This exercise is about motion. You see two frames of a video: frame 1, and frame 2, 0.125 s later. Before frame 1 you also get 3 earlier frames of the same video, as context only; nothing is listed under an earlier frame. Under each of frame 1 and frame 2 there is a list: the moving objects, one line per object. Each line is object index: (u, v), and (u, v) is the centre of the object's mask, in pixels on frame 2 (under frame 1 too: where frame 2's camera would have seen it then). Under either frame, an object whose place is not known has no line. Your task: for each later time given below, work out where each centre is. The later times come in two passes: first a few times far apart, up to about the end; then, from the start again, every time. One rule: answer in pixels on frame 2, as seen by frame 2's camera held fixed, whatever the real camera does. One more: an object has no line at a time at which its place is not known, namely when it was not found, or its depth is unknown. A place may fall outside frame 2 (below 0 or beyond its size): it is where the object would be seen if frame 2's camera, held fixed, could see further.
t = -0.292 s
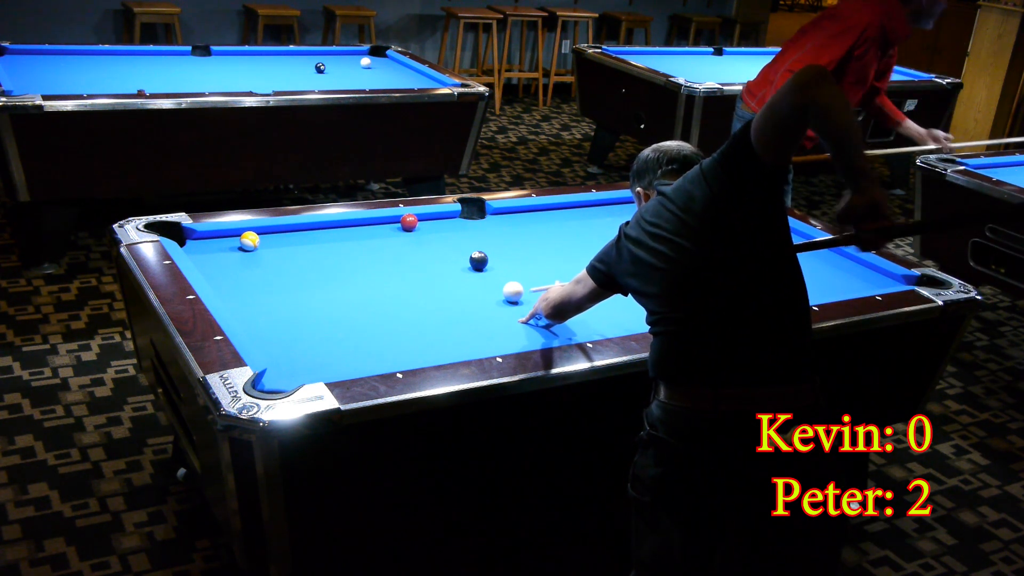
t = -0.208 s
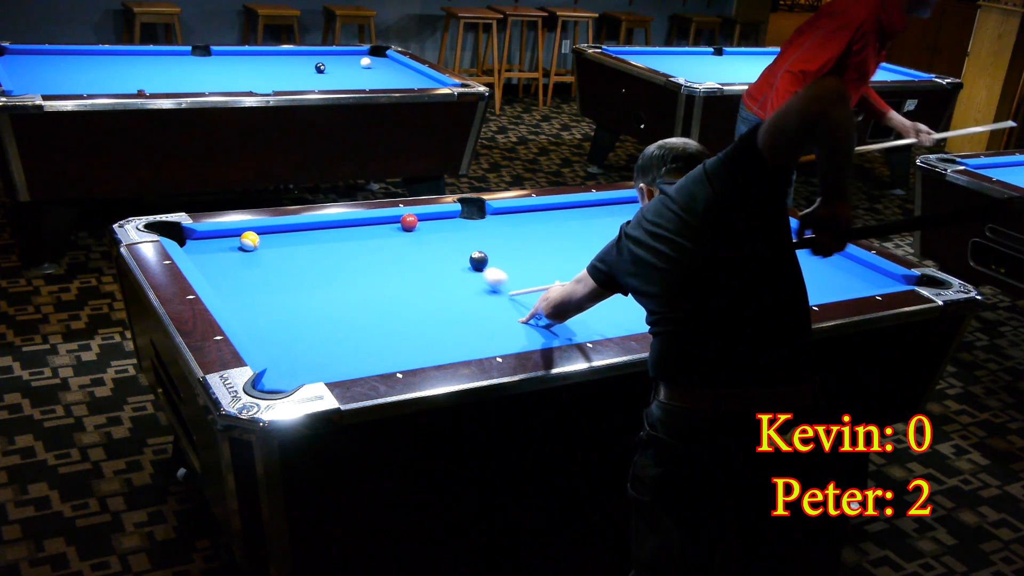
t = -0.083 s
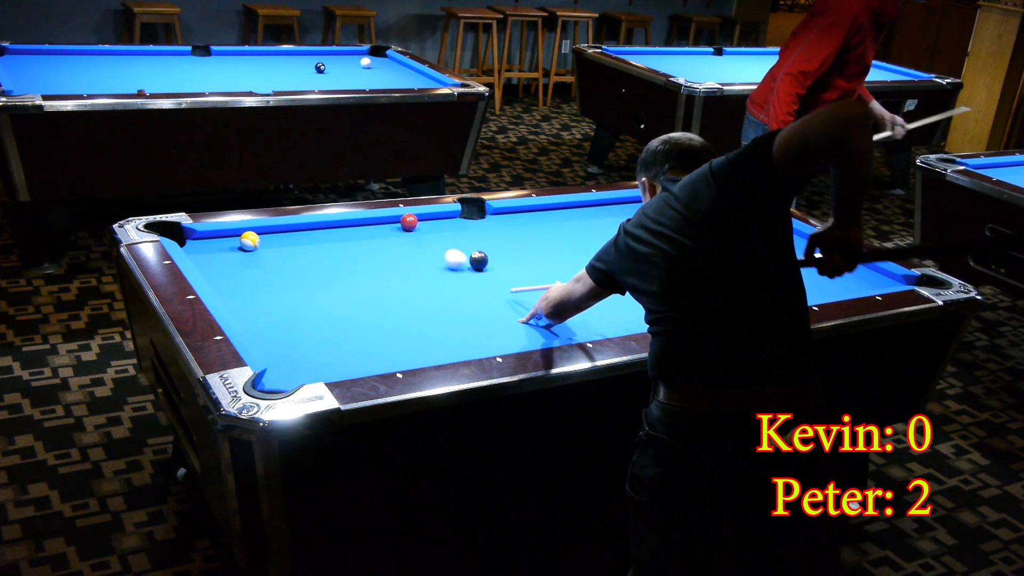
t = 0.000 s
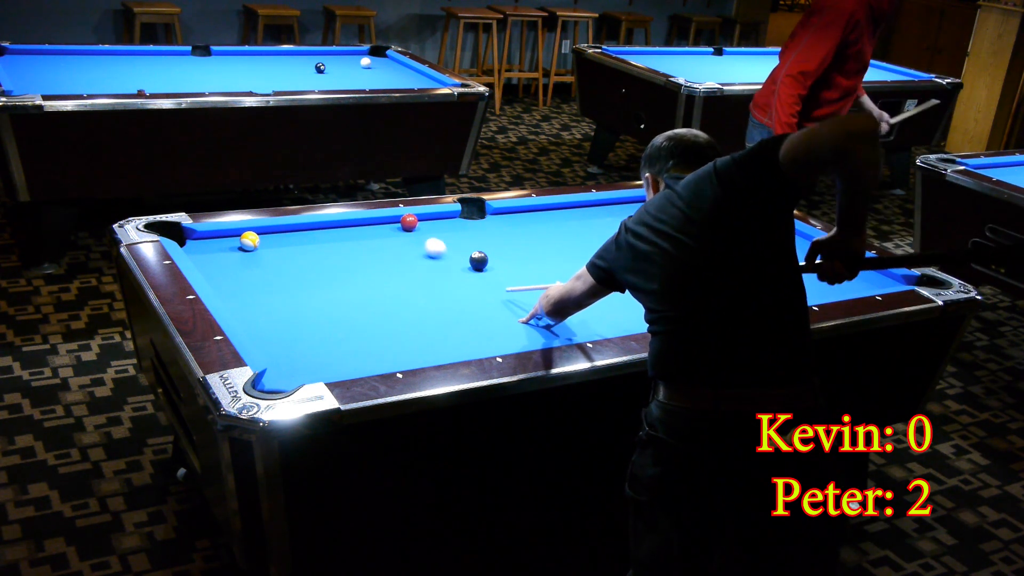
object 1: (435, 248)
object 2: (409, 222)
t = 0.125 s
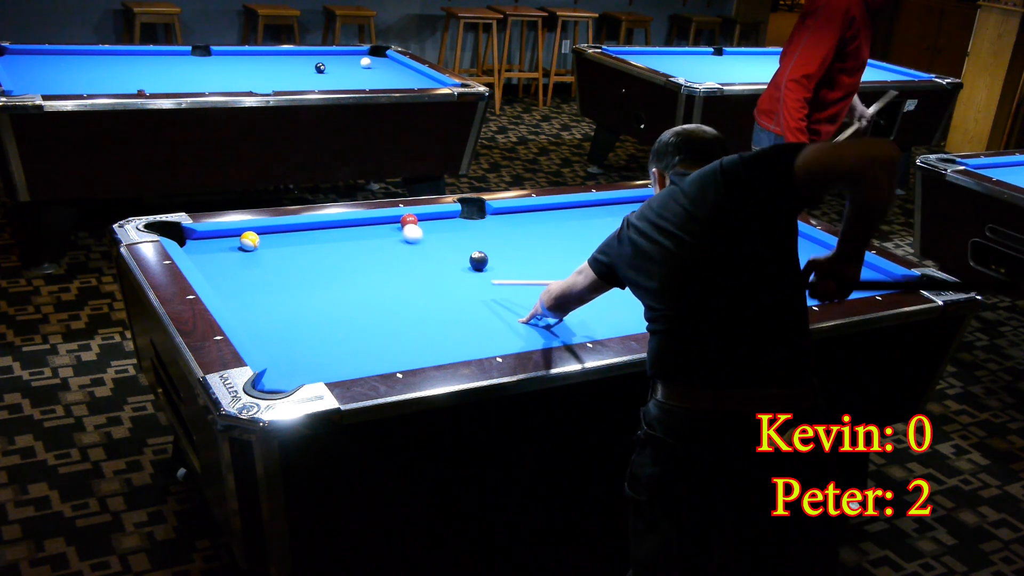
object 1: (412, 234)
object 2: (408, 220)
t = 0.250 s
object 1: (390, 224)
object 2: (412, 219)
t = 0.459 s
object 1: (380, 227)
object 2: (428, 221)
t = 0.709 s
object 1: (380, 236)
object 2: (445, 222)
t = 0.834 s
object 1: (380, 240)
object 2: (452, 225)
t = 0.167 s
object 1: (406, 229)
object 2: (411, 218)
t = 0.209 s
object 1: (398, 226)
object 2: (412, 220)
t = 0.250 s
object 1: (390, 224)
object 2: (412, 219)
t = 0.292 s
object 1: (381, 222)
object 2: (415, 219)
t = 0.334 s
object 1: (380, 223)
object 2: (418, 220)
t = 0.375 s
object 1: (380, 225)
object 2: (422, 220)
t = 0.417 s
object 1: (380, 226)
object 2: (425, 220)
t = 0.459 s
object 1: (380, 227)
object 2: (428, 221)
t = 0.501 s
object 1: (380, 229)
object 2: (431, 221)
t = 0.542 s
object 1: (380, 230)
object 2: (434, 222)
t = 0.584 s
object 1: (380, 232)
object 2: (437, 222)
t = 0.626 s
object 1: (380, 233)
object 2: (440, 223)
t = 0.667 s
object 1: (380, 234)
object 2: (443, 223)
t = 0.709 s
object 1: (380, 236)
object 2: (445, 222)
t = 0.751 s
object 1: (380, 237)
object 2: (448, 222)
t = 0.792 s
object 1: (380, 238)
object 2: (450, 224)
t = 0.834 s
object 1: (380, 240)
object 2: (452, 225)
